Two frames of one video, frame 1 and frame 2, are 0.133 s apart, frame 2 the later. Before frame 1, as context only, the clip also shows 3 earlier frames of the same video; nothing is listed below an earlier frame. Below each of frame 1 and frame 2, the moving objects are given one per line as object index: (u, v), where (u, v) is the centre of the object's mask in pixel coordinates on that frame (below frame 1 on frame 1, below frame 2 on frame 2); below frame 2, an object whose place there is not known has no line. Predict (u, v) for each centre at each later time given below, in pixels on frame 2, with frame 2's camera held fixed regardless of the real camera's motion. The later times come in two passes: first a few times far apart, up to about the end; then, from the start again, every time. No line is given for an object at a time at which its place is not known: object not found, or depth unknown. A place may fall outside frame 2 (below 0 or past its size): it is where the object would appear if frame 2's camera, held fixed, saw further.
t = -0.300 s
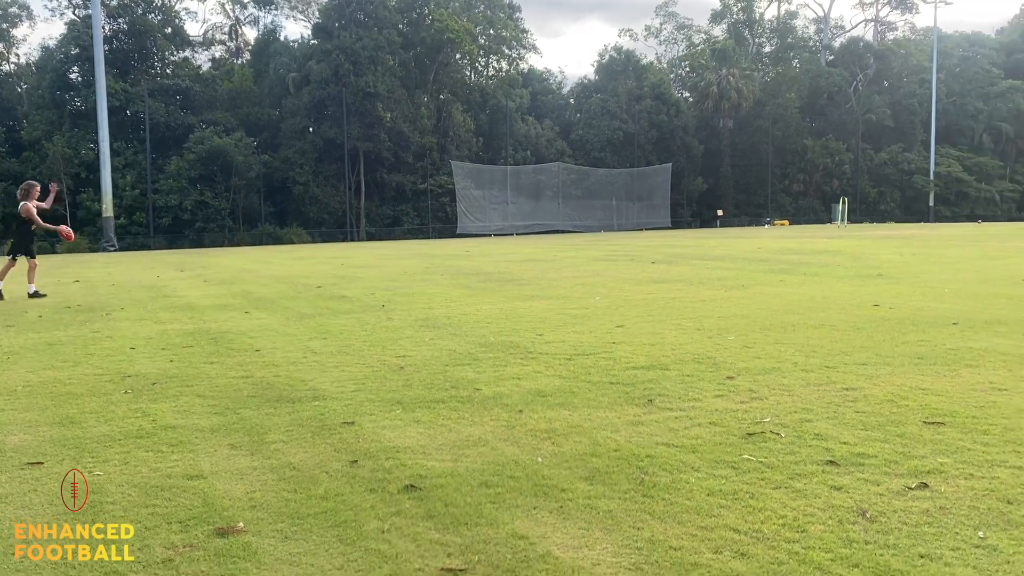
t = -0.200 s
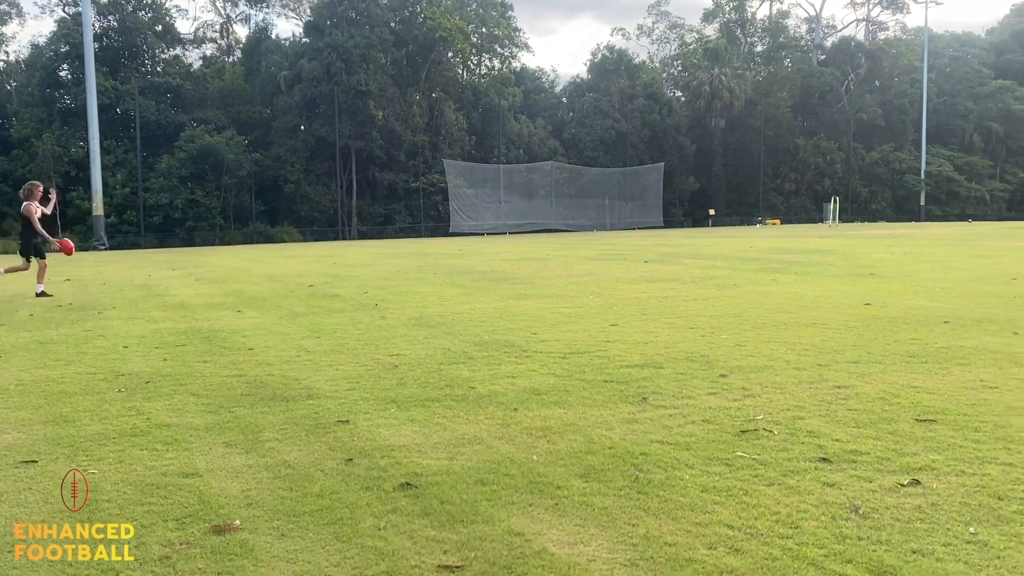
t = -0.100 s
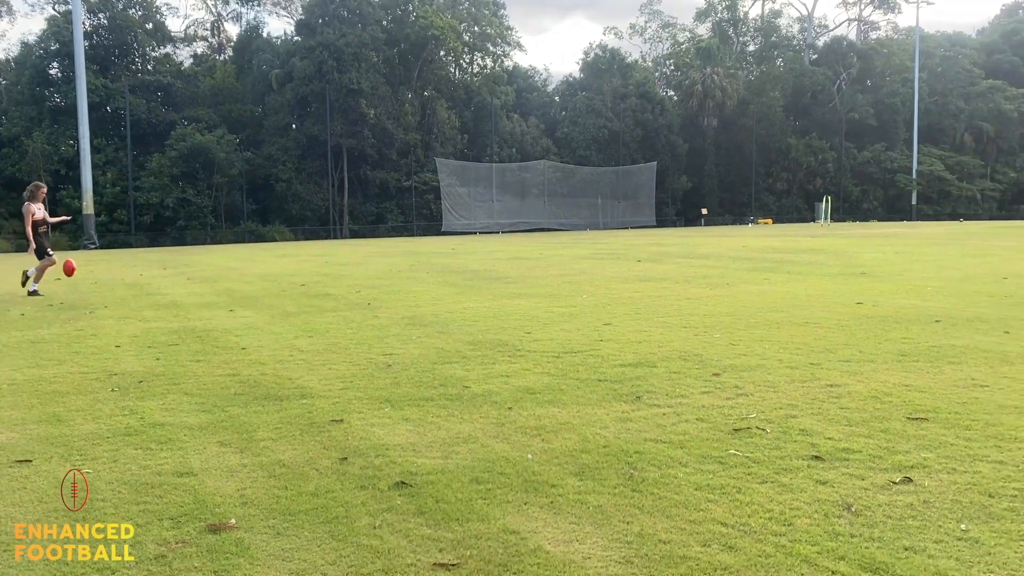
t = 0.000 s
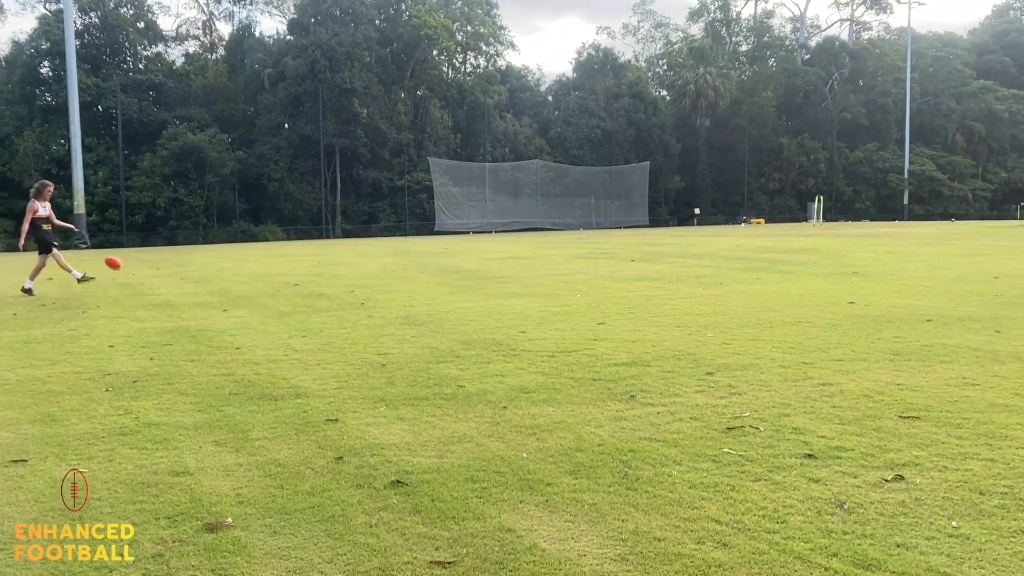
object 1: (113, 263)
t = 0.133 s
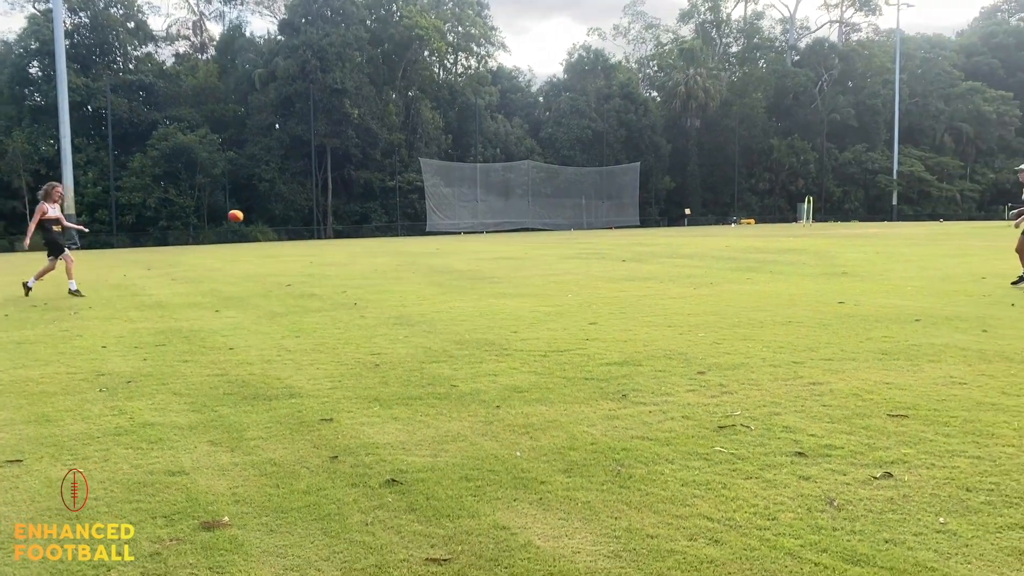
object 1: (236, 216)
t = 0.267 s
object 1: (364, 177)
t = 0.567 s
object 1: (636, 132)
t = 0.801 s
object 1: (841, 132)
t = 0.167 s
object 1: (269, 205)
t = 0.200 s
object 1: (301, 195)
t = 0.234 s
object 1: (333, 185)
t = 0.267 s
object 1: (364, 177)
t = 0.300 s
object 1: (395, 170)
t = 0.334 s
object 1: (426, 163)
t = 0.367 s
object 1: (457, 157)
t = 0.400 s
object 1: (488, 152)
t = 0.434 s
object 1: (518, 146)
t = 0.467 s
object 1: (548, 141)
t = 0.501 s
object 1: (577, 137)
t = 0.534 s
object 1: (606, 135)
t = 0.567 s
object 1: (636, 132)
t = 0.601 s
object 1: (666, 130)
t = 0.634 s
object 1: (696, 128)
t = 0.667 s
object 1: (726, 127)
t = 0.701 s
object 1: (755, 127)
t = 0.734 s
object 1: (784, 127)
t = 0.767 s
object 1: (812, 129)
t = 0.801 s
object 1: (841, 132)
